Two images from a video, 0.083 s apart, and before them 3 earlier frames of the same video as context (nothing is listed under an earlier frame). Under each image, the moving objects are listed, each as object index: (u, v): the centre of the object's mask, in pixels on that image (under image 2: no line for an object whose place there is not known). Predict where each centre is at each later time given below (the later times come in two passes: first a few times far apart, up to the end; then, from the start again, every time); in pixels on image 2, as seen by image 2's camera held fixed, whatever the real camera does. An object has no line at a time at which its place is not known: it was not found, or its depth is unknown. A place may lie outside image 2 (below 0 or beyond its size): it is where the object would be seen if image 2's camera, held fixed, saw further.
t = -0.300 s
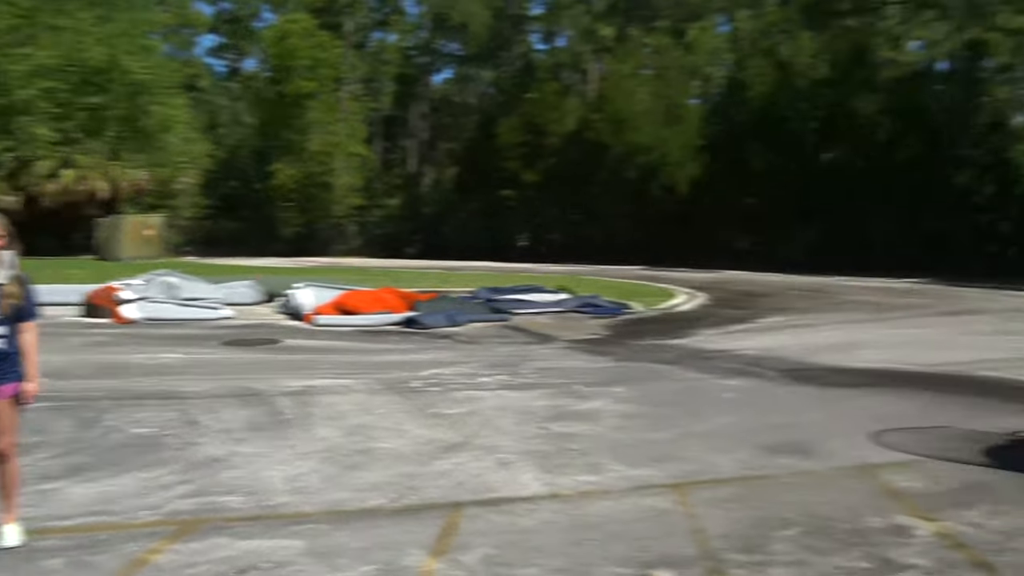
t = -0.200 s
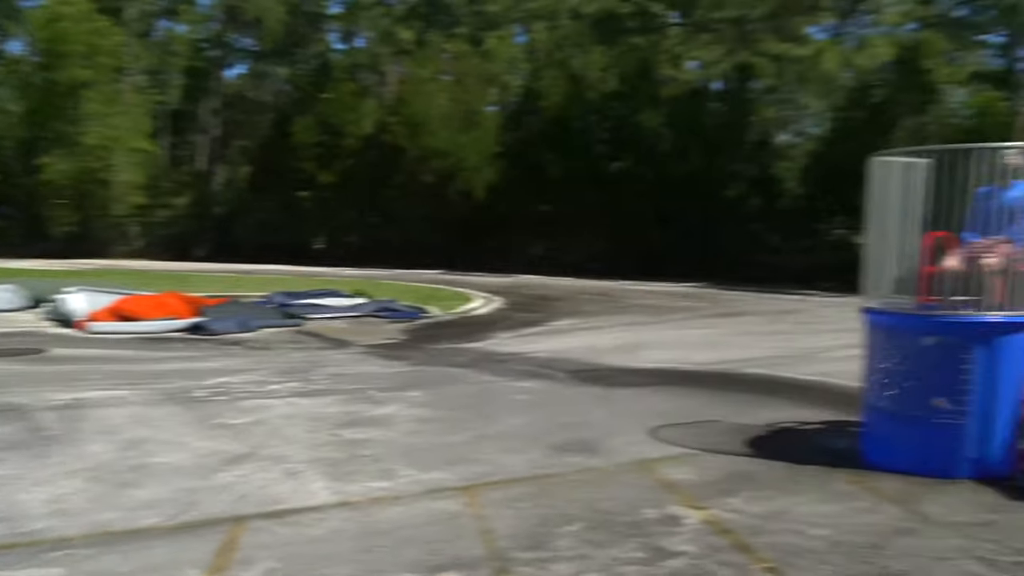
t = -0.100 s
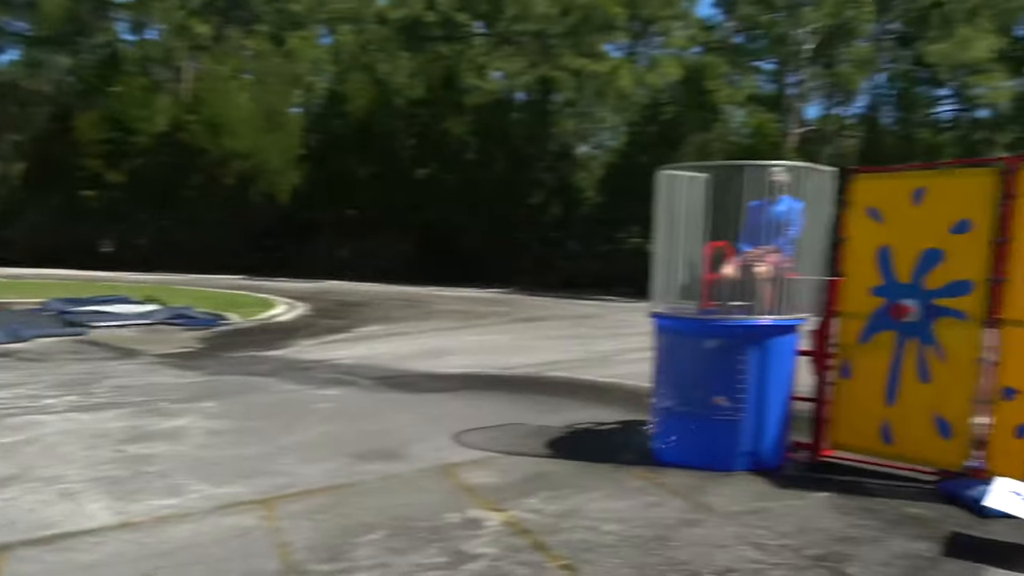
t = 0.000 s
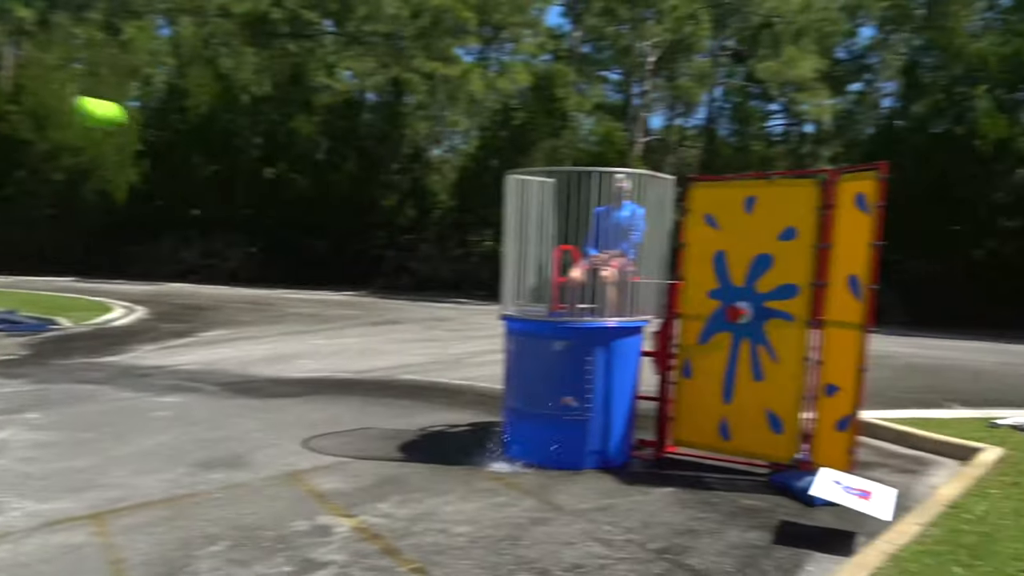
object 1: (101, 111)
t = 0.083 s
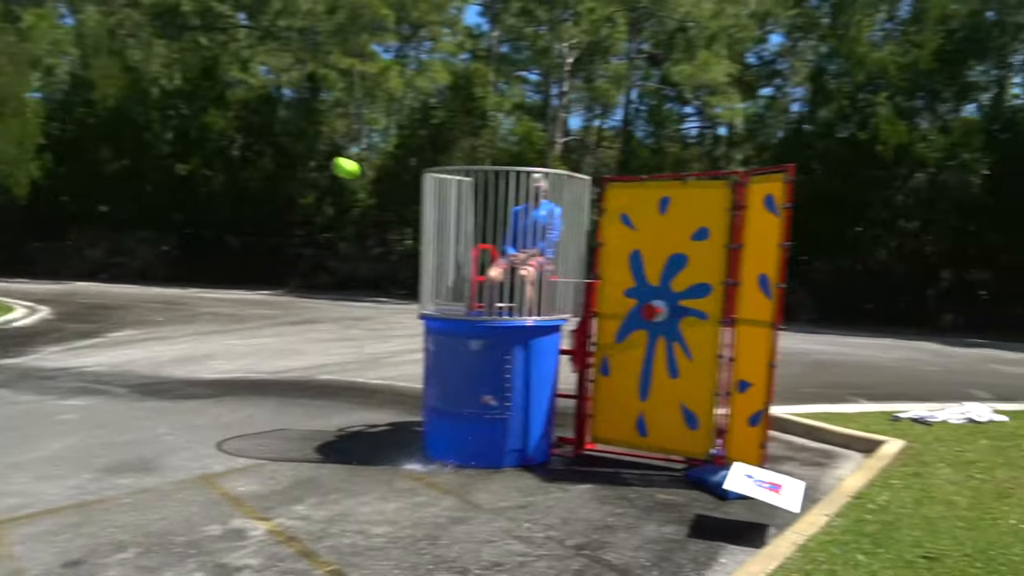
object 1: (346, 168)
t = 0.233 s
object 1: (586, 232)
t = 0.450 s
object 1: (617, 253)
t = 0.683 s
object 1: (617, 339)
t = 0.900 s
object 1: (616, 543)
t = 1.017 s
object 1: (628, 533)
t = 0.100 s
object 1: (387, 177)
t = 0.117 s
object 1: (421, 185)
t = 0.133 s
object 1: (455, 192)
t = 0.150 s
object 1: (482, 200)
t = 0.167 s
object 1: (507, 207)
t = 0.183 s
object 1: (530, 214)
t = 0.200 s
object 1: (550, 220)
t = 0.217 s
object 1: (569, 226)
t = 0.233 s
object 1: (586, 232)
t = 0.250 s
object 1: (600, 238)
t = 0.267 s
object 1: (612, 243)
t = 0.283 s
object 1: (616, 245)
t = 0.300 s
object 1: (617, 244)
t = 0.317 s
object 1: (616, 244)
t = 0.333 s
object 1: (617, 243)
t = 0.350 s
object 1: (617, 244)
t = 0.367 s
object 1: (617, 245)
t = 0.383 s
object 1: (617, 246)
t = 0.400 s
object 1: (617, 247)
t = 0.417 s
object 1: (617, 249)
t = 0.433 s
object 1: (617, 251)
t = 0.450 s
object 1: (617, 253)
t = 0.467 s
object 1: (617, 256)
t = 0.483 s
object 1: (617, 259)
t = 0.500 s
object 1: (617, 263)
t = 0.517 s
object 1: (617, 267)
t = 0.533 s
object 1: (617, 272)
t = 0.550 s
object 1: (617, 277)
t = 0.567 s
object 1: (617, 282)
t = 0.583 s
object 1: (617, 289)
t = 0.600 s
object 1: (617, 296)
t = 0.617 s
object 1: (617, 303)
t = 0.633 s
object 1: (617, 311)
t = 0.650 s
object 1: (617, 319)
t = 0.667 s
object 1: (617, 328)
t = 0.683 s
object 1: (617, 339)
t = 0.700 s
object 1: (617, 349)
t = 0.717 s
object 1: (616, 360)
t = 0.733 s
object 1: (616, 372)
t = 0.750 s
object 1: (616, 385)
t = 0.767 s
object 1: (616, 399)
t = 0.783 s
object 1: (616, 413)
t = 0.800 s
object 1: (616, 428)
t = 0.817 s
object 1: (616, 445)
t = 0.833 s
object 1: (616, 464)
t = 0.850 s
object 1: (616, 480)
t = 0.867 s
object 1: (616, 500)
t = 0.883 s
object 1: (615, 522)
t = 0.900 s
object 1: (616, 543)
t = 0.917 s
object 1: (615, 568)
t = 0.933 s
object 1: (617, 572)
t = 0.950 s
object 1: (619, 564)
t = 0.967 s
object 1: (621, 555)
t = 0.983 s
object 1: (623, 548)
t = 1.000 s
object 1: (626, 540)
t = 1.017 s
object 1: (628, 533)
